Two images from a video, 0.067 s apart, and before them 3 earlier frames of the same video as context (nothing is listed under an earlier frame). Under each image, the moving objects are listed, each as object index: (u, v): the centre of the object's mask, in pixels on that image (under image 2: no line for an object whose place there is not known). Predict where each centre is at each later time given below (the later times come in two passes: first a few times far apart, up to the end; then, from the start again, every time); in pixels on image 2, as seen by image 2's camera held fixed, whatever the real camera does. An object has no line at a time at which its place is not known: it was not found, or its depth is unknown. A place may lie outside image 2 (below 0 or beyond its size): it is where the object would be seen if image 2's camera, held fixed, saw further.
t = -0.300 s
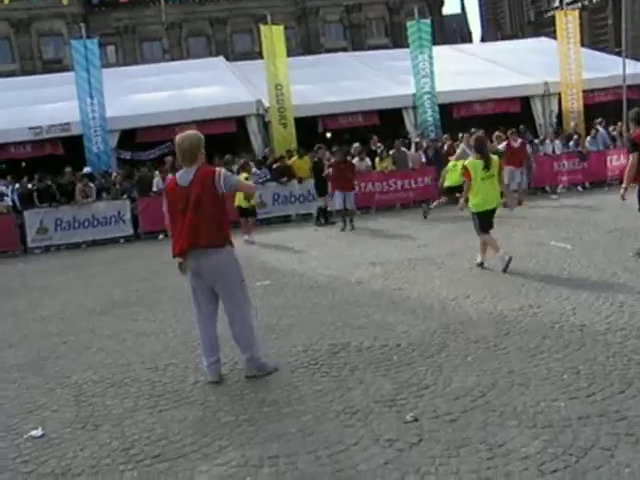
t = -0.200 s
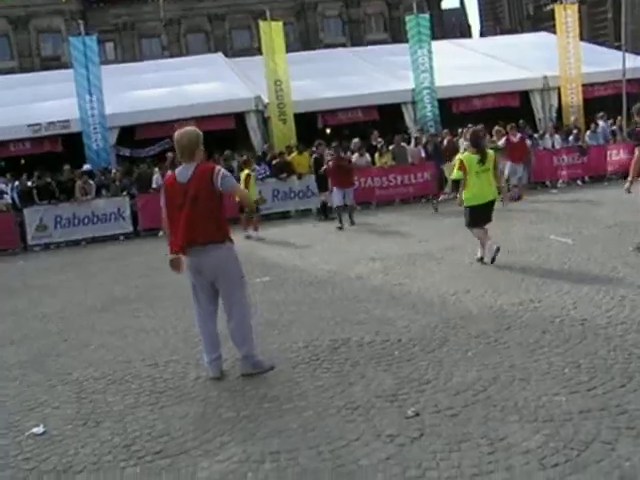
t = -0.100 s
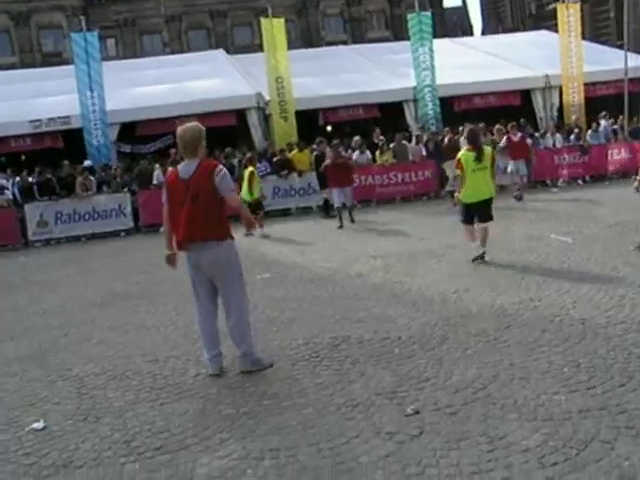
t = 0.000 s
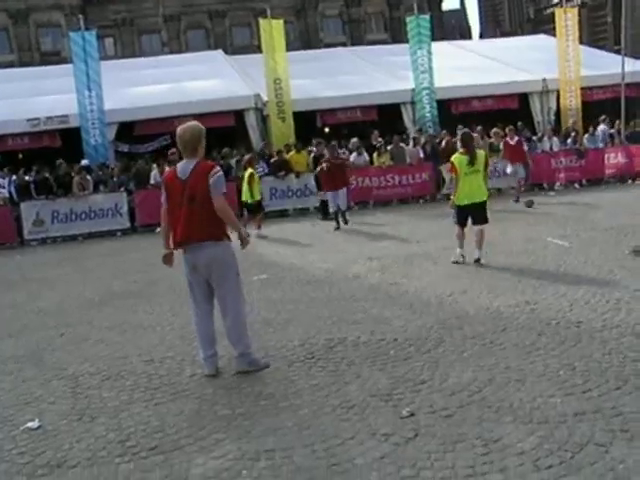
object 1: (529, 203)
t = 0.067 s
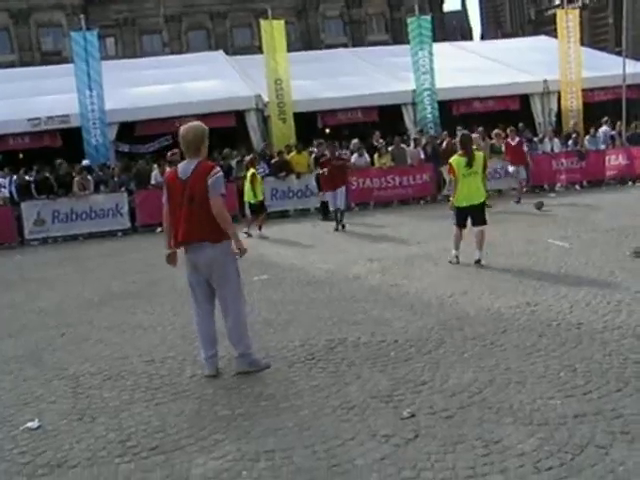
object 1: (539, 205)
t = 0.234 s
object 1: (562, 209)
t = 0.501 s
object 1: (601, 218)
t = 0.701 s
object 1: (633, 219)
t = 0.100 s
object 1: (543, 205)
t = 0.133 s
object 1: (549, 207)
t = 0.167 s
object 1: (553, 209)
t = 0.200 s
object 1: (558, 210)
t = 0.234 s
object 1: (562, 209)
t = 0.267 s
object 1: (567, 209)
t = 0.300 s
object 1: (572, 210)
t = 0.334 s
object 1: (576, 211)
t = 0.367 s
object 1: (581, 215)
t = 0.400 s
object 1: (586, 216)
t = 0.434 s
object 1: (591, 216)
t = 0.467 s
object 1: (595, 217)
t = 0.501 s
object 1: (601, 218)
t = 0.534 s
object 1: (606, 220)
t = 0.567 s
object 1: (611, 220)
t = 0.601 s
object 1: (616, 219)
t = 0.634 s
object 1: (622, 218)
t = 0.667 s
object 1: (627, 218)
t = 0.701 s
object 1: (633, 219)
